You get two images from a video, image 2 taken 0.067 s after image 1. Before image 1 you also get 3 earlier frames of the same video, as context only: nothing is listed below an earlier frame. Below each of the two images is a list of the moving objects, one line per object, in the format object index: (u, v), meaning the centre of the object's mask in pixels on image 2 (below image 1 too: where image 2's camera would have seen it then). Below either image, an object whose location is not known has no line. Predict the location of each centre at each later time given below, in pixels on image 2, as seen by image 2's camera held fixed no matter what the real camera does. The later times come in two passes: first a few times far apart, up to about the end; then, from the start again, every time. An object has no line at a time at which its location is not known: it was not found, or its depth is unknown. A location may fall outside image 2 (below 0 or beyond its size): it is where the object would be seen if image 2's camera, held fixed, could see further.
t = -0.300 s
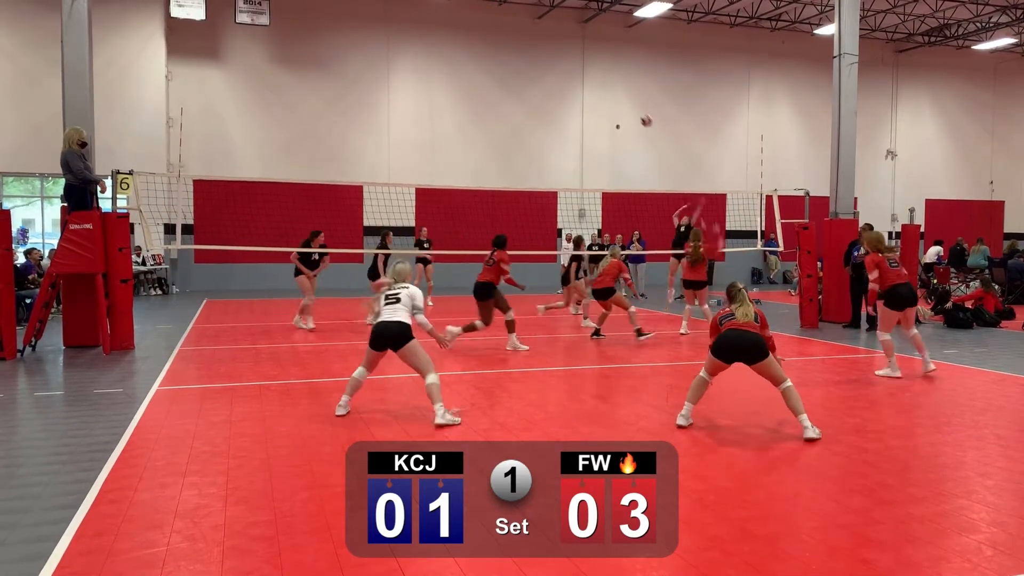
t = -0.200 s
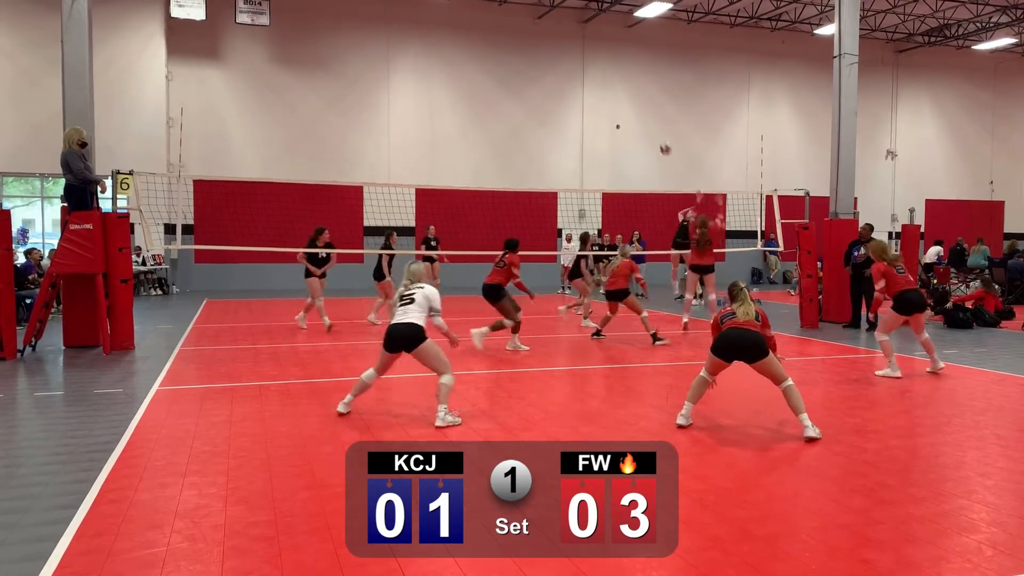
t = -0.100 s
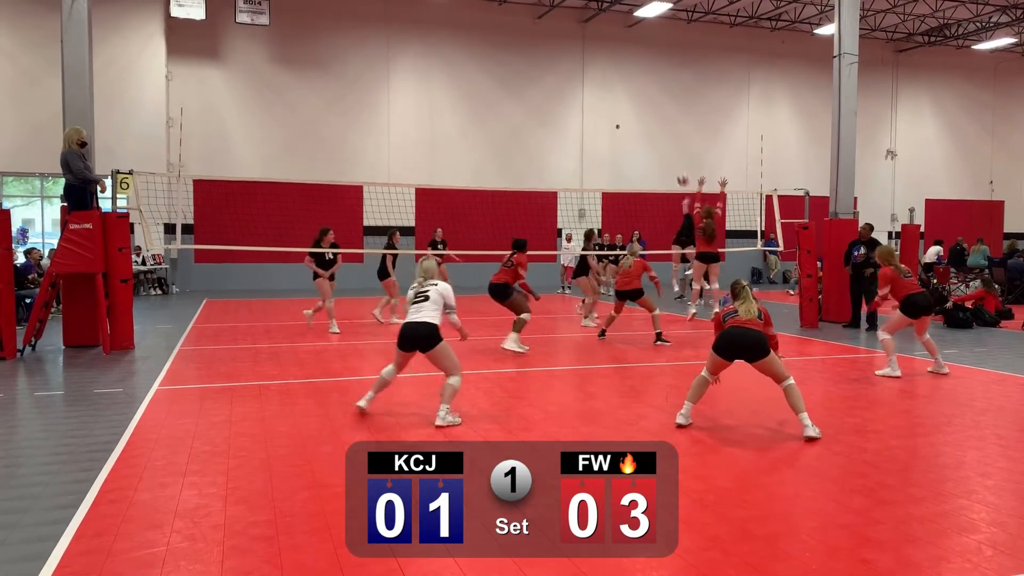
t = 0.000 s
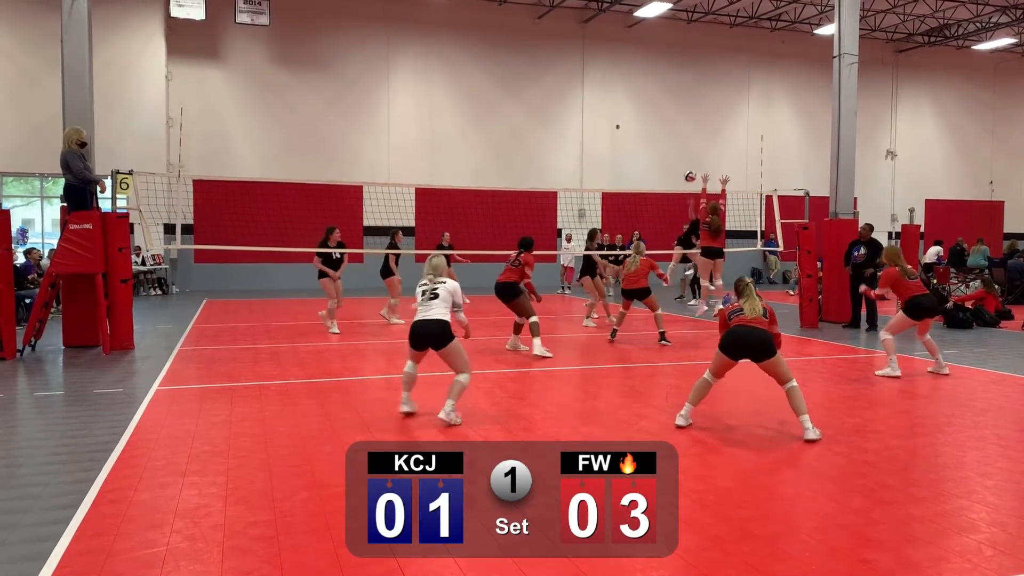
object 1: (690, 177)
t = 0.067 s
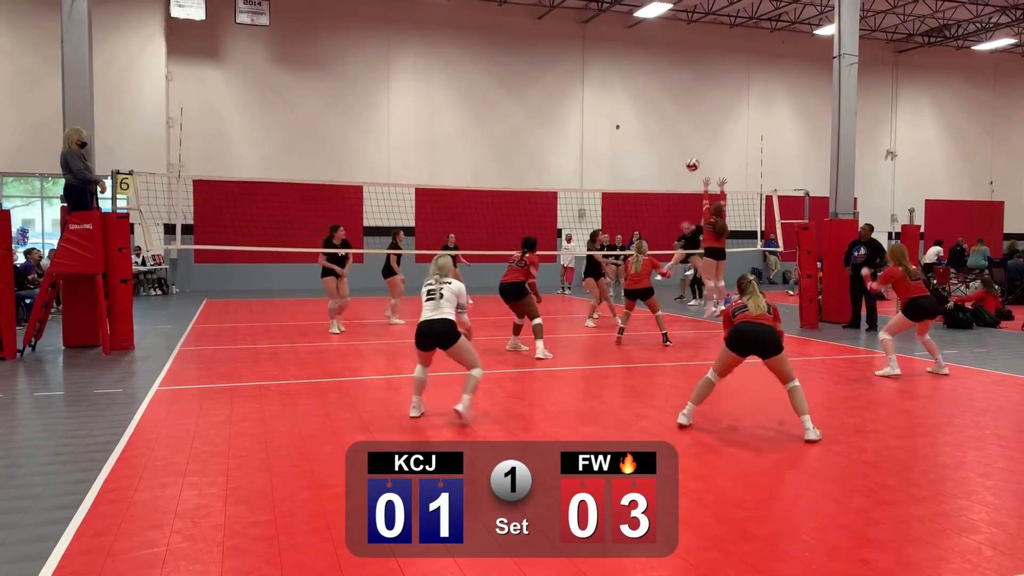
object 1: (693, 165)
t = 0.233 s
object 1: (699, 143)
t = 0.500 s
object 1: (711, 149)
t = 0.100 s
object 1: (694, 159)
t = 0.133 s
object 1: (695, 154)
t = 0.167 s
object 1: (697, 150)
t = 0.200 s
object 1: (698, 146)
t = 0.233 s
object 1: (699, 143)
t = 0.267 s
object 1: (700, 139)
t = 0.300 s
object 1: (701, 137)
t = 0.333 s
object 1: (702, 136)
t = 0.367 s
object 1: (703, 136)
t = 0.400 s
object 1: (704, 137)
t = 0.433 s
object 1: (706, 140)
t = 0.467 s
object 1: (708, 143)
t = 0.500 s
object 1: (711, 149)
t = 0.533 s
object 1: (714, 156)
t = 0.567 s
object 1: (718, 166)
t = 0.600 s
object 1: (724, 180)
